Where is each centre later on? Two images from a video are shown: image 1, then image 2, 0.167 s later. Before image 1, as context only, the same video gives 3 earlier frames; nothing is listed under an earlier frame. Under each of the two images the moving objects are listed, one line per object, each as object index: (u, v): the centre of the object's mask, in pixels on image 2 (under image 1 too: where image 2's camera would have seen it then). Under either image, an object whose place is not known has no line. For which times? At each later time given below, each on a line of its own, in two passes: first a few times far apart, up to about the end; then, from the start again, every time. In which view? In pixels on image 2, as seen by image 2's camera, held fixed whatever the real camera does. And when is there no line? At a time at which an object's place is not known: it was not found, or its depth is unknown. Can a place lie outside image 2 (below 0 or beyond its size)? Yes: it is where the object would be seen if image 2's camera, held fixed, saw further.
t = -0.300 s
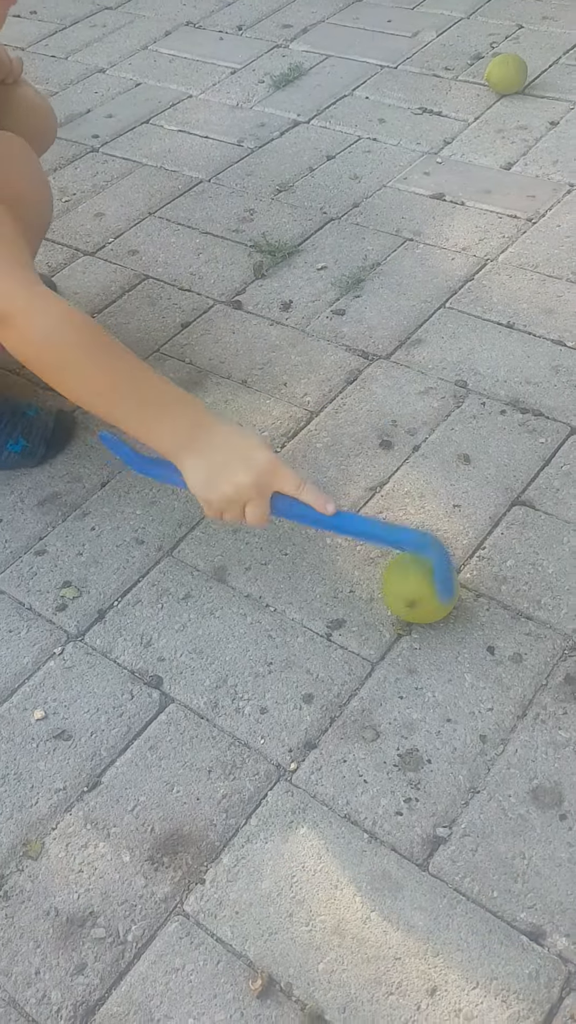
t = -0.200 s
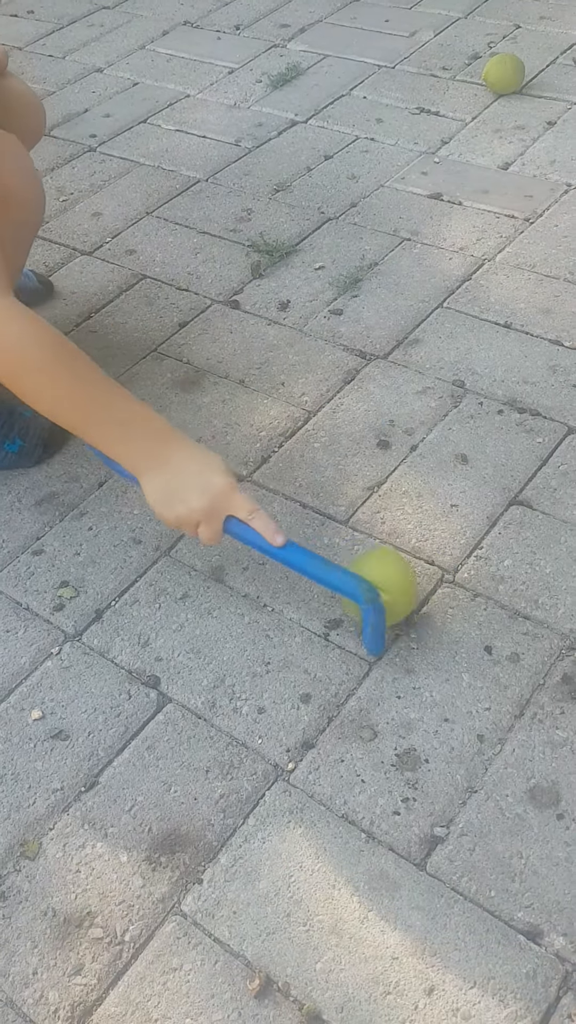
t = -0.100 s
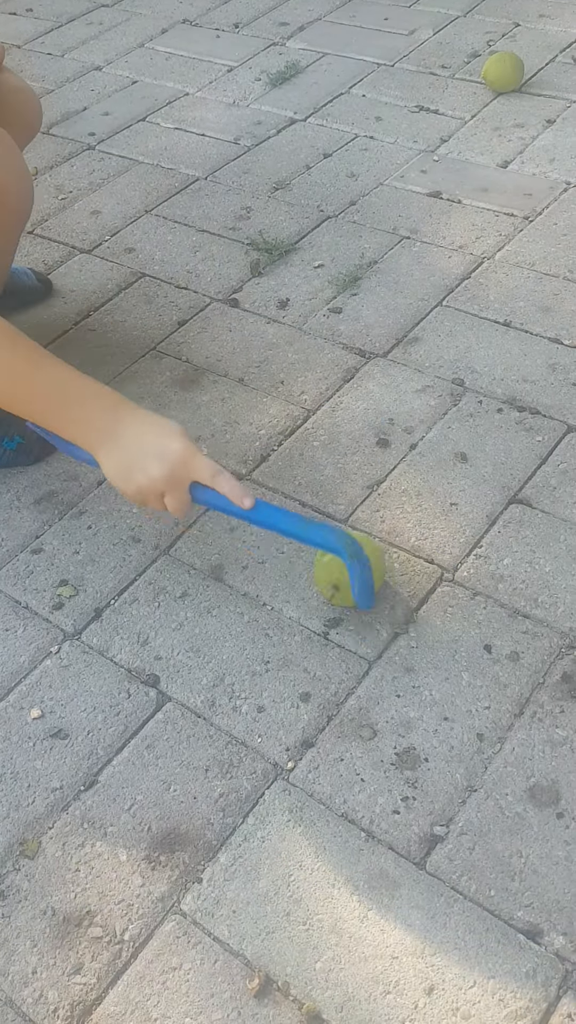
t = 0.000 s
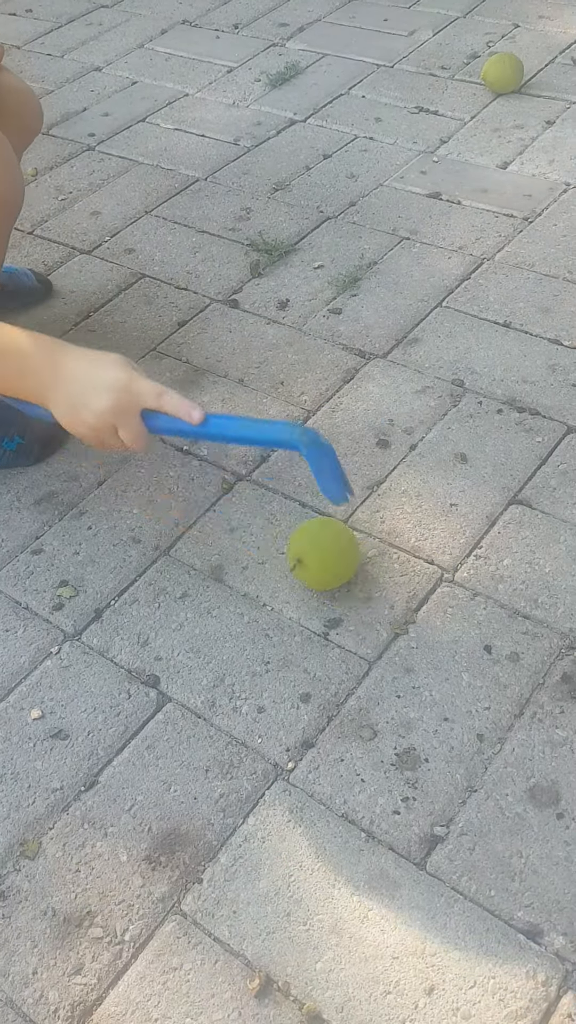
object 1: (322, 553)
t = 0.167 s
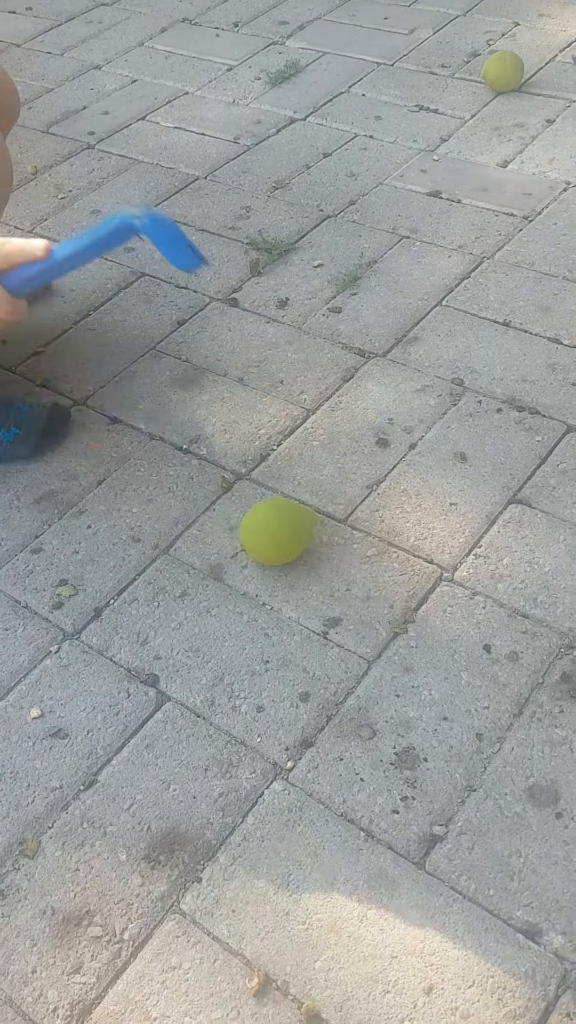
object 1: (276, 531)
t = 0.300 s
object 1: (247, 517)
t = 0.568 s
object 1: (201, 486)
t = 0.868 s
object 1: (189, 474)
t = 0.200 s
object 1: (269, 527)
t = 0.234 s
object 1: (262, 524)
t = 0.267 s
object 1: (254, 520)
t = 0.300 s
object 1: (247, 517)
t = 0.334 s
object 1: (241, 514)
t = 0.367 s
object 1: (235, 511)
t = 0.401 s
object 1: (228, 508)
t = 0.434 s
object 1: (223, 504)
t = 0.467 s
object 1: (216, 500)
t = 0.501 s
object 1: (211, 496)
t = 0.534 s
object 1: (206, 492)
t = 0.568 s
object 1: (201, 486)
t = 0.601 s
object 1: (197, 481)
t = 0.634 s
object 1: (195, 478)
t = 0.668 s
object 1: (192, 476)
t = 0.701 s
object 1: (191, 475)
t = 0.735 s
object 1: (190, 473)
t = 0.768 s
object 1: (190, 471)
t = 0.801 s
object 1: (190, 471)
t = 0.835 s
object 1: (189, 472)
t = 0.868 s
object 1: (189, 474)
